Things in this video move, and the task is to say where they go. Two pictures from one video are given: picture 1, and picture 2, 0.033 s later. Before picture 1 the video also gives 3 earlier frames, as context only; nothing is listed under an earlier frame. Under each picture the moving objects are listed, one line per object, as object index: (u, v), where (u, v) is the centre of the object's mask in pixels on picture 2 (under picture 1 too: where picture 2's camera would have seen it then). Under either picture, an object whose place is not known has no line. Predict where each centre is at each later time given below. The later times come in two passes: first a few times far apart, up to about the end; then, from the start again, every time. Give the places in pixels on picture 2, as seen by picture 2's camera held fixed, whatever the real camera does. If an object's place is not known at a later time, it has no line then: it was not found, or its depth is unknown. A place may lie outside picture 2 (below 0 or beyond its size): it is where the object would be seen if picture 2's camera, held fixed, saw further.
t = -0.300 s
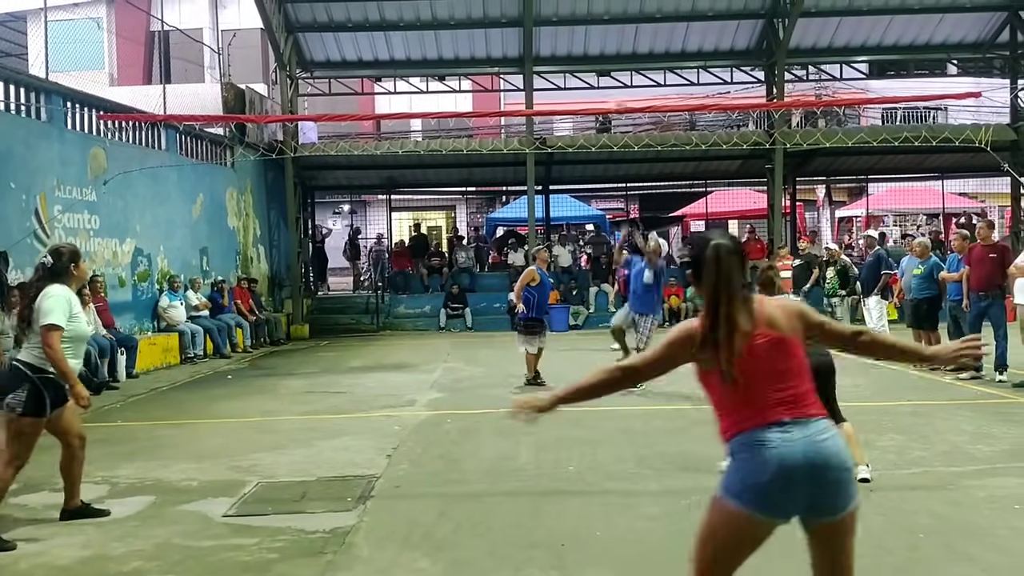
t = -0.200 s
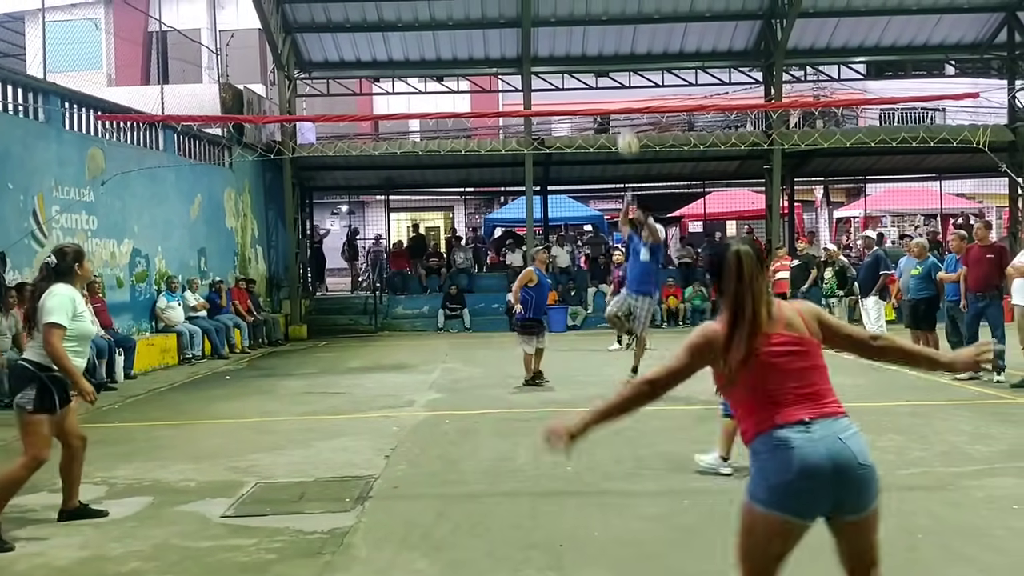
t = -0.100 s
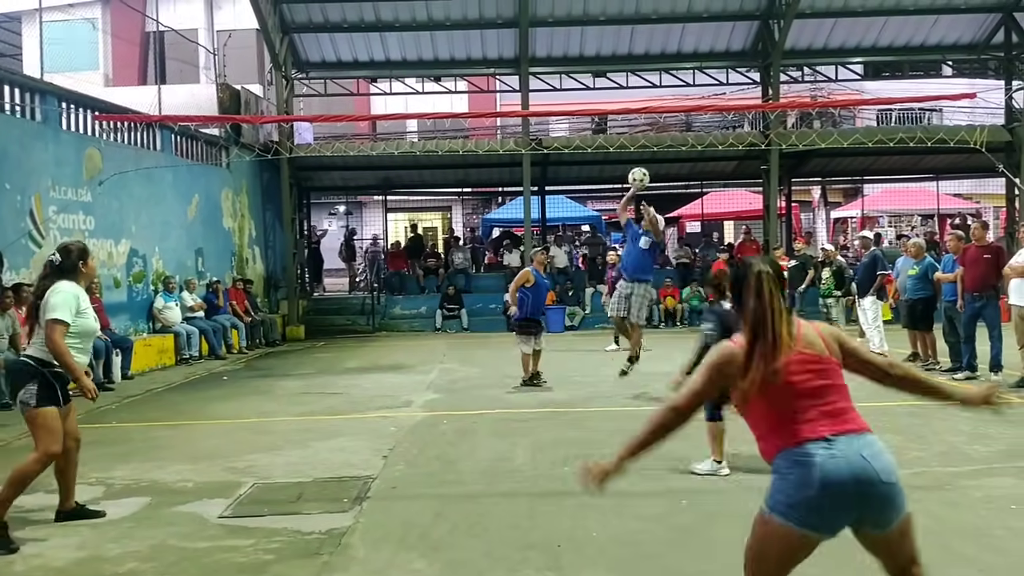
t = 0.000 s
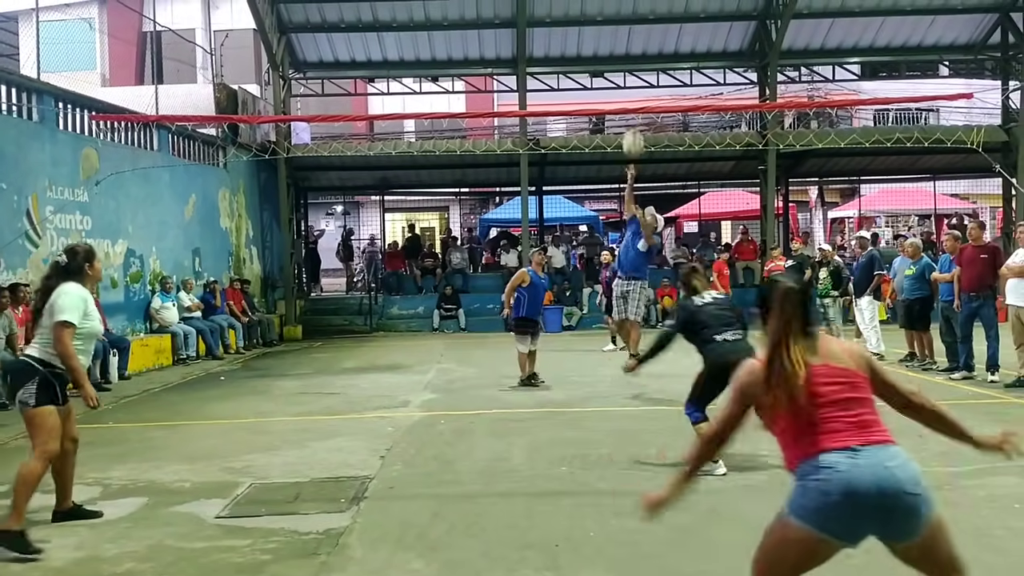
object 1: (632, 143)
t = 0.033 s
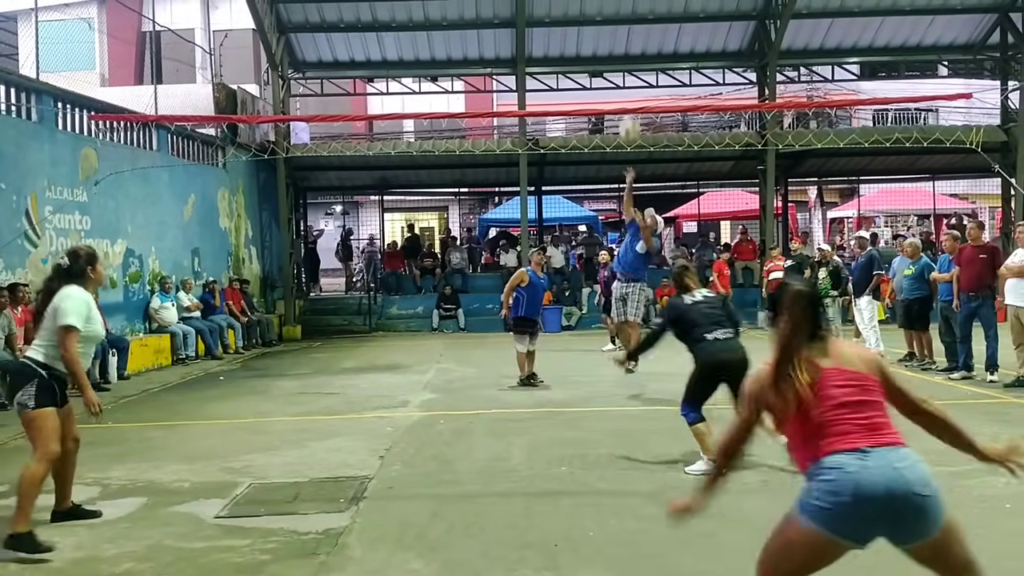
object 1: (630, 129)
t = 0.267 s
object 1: (608, 52)
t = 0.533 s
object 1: (578, 22)
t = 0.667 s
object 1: (560, 36)
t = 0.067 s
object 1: (628, 120)
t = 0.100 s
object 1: (624, 101)
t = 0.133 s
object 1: (622, 92)
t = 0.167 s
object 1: (618, 79)
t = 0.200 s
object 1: (614, 69)
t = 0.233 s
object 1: (611, 60)
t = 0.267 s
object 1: (608, 52)
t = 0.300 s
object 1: (604, 45)
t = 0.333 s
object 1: (601, 37)
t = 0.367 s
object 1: (597, 31)
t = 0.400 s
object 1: (594, 27)
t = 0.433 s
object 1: (590, 24)
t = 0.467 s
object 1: (586, 21)
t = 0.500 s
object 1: (582, 19)
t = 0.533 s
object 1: (578, 22)
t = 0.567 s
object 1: (573, 23)
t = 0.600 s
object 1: (569, 24)
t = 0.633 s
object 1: (566, 29)
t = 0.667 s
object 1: (560, 36)
